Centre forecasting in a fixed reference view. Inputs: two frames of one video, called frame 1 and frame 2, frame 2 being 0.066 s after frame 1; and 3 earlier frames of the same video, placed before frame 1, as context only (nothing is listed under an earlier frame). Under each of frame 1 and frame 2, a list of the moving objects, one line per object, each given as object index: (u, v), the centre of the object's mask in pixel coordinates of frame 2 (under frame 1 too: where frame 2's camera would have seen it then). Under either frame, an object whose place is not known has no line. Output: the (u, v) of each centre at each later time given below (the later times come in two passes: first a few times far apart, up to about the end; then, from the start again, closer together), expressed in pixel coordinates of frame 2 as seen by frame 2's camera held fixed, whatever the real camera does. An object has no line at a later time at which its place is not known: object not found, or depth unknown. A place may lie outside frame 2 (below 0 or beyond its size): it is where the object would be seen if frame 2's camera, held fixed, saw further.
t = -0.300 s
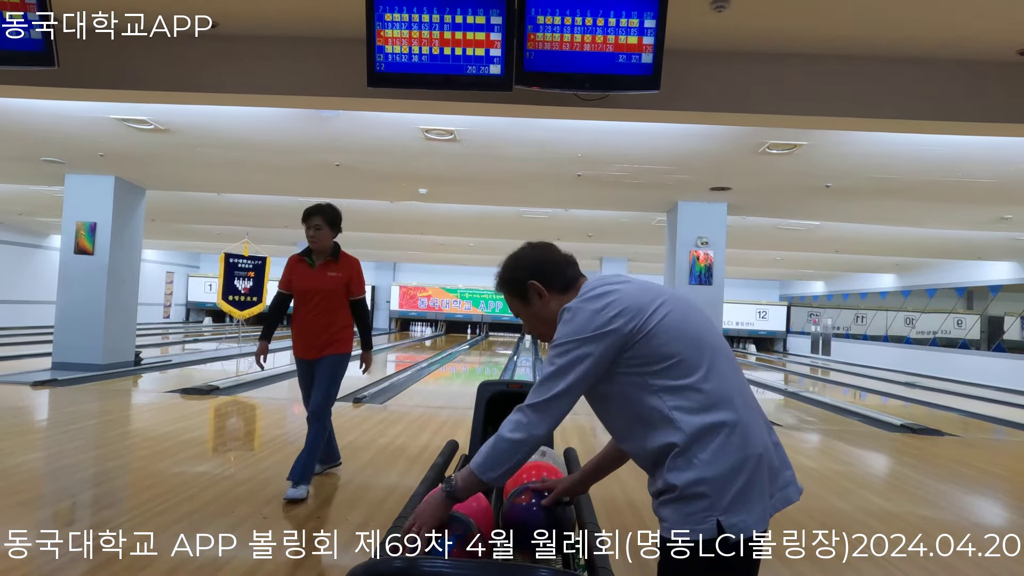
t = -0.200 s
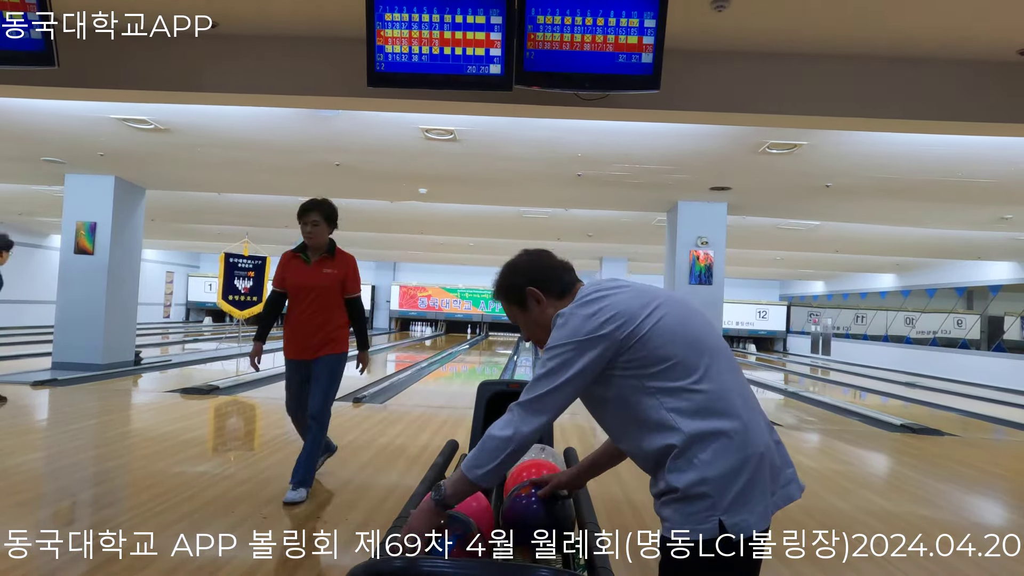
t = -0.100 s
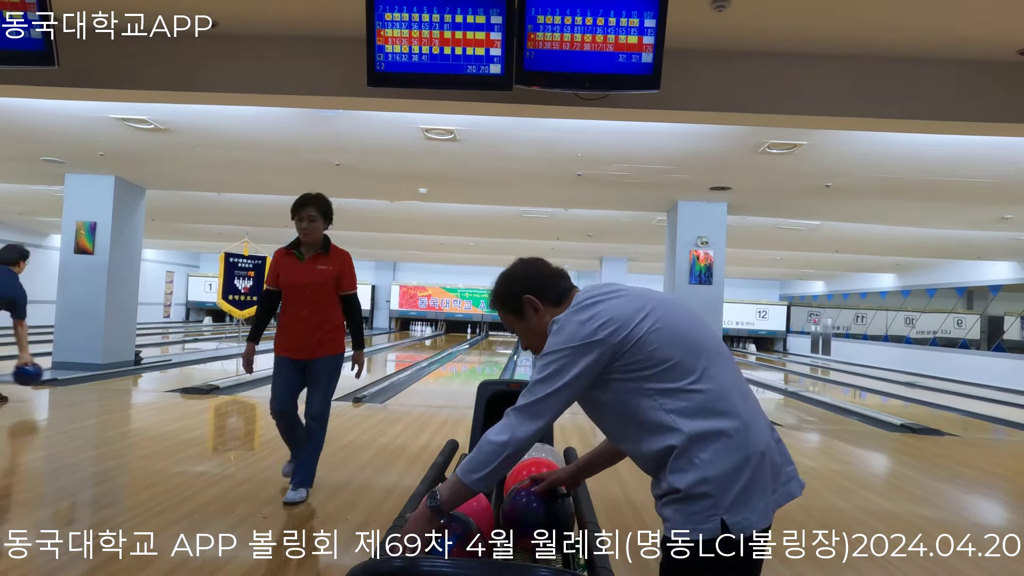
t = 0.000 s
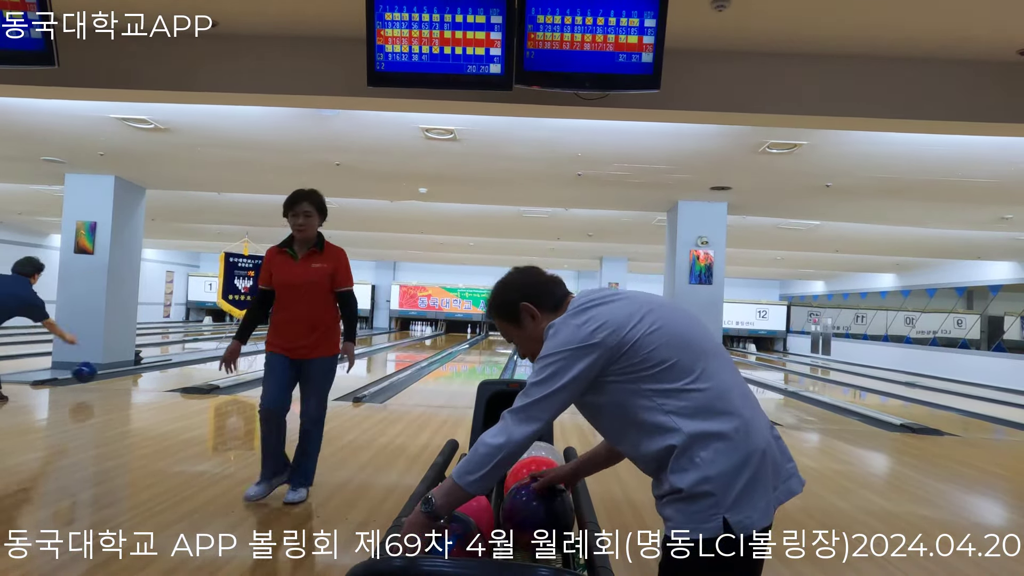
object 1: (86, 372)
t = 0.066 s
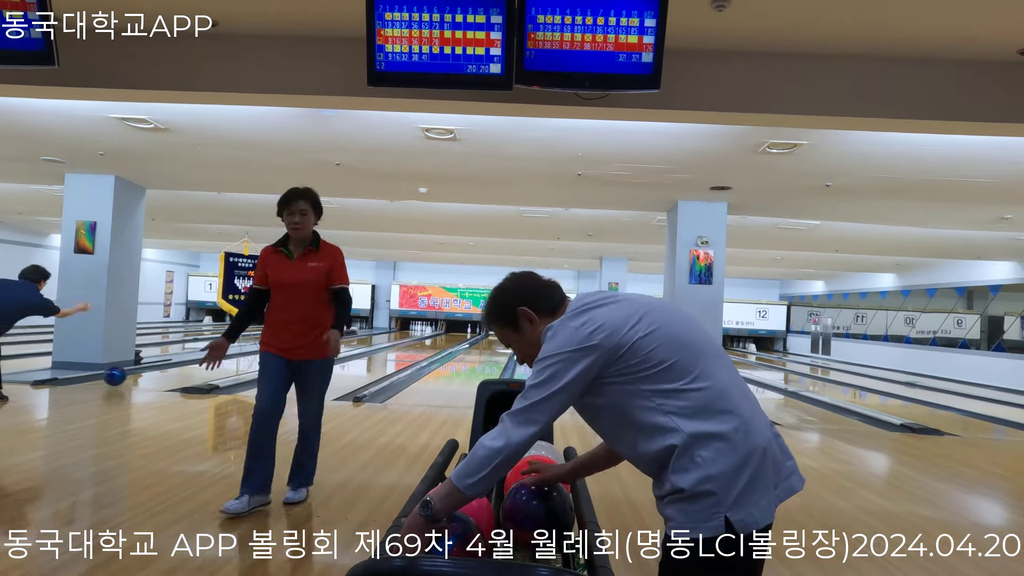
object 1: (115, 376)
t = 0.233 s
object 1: (176, 368)
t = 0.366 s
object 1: (214, 362)
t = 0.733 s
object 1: (289, 351)
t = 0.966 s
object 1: (317, 346)
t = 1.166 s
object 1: (338, 342)
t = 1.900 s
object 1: (390, 335)
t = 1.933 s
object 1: (391, 335)
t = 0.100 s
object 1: (129, 375)
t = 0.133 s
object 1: (142, 373)
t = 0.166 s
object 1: (154, 372)
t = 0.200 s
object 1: (165, 370)
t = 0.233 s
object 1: (176, 368)
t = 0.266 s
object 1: (187, 366)
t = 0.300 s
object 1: (196, 365)
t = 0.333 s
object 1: (206, 363)
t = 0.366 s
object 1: (214, 362)
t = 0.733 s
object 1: (289, 351)
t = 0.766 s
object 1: (291, 350)
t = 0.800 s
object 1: (296, 350)
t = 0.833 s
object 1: (300, 349)
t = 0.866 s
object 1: (304, 348)
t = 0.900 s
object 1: (309, 348)
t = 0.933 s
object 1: (313, 347)
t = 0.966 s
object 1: (317, 346)
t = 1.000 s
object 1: (321, 346)
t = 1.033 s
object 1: (324, 345)
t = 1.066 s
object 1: (328, 344)
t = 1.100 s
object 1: (332, 343)
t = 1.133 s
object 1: (335, 343)
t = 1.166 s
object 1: (338, 342)
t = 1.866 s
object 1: (388, 335)
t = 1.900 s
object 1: (390, 335)
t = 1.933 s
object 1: (391, 335)
